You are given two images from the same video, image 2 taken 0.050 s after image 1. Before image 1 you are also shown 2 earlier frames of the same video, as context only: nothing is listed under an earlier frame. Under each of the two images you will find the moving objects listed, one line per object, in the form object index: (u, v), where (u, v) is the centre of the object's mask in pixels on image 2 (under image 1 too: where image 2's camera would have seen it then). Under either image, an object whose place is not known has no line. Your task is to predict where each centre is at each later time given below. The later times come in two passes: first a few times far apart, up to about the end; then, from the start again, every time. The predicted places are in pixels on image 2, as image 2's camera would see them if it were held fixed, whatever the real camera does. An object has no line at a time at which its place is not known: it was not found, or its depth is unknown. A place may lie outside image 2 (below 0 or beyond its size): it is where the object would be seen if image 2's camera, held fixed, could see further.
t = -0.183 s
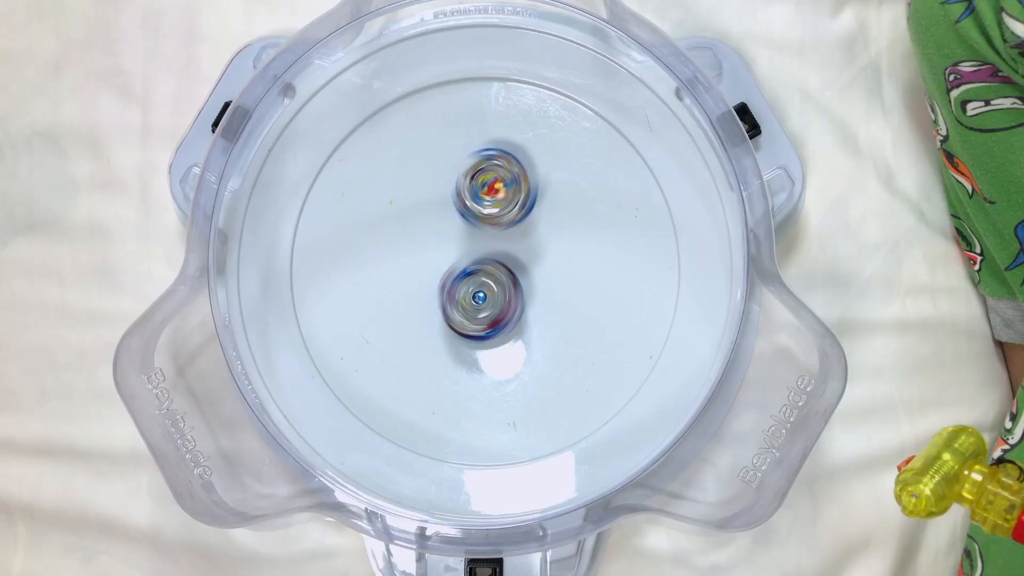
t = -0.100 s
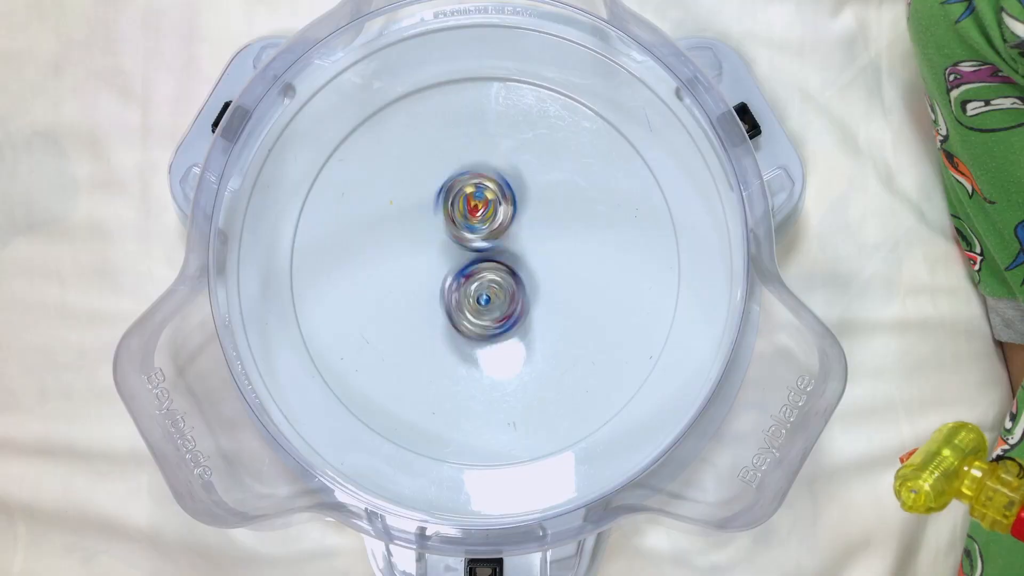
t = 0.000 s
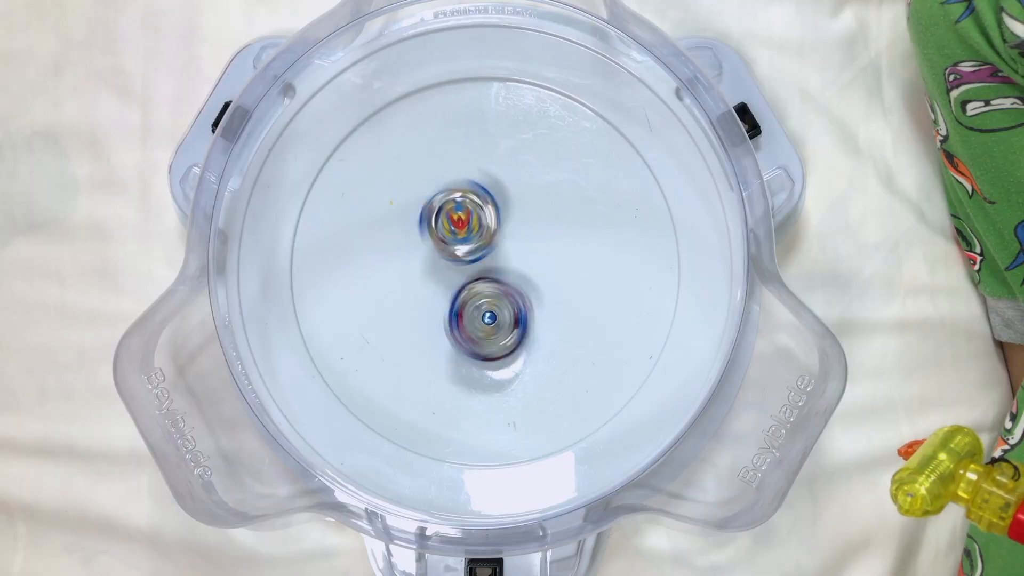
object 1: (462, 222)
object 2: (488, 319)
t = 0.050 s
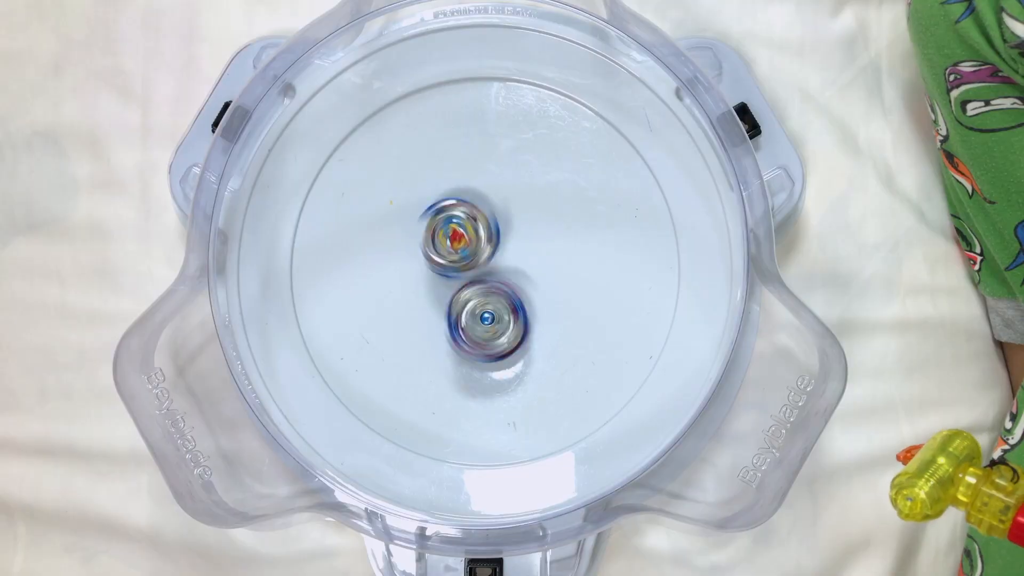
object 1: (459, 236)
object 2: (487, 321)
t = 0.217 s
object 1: (438, 221)
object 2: (512, 350)
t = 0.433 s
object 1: (443, 231)
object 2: (511, 306)
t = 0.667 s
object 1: (444, 213)
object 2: (511, 273)
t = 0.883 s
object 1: (484, 219)
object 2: (487, 296)
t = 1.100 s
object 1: (527, 214)
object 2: (498, 326)
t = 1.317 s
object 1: (532, 212)
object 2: (496, 297)
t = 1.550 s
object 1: (532, 212)
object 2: (473, 295)
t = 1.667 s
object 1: (532, 212)
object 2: (475, 292)
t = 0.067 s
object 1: (456, 238)
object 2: (488, 321)
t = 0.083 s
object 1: (454, 233)
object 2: (492, 329)
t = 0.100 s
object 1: (453, 230)
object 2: (496, 335)
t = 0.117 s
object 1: (451, 229)
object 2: (498, 341)
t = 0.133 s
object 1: (448, 230)
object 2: (501, 345)
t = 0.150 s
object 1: (444, 226)
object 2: (503, 349)
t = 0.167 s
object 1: (443, 224)
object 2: (506, 349)
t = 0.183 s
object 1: (441, 222)
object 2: (507, 350)
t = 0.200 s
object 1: (441, 221)
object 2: (511, 350)
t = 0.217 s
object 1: (438, 221)
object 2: (512, 350)
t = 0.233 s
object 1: (437, 219)
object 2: (512, 347)
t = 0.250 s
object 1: (437, 219)
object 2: (514, 345)
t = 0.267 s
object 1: (436, 219)
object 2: (514, 343)
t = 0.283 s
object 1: (435, 220)
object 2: (514, 340)
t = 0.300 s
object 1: (434, 221)
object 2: (515, 338)
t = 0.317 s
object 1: (435, 221)
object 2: (514, 335)
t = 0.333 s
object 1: (436, 223)
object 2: (514, 332)
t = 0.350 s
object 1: (436, 224)
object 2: (516, 328)
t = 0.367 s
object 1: (436, 226)
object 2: (515, 325)
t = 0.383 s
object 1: (436, 227)
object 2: (514, 321)
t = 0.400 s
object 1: (439, 228)
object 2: (514, 316)
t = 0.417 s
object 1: (441, 230)
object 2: (513, 311)
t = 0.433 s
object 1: (443, 231)
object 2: (511, 306)
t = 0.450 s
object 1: (445, 235)
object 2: (510, 302)
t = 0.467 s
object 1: (447, 236)
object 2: (508, 296)
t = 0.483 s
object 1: (448, 234)
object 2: (507, 291)
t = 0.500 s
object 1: (446, 234)
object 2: (508, 288)
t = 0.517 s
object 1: (441, 229)
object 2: (512, 286)
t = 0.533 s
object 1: (437, 226)
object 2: (515, 285)
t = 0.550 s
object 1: (435, 221)
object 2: (516, 283)
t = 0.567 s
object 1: (432, 219)
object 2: (517, 281)
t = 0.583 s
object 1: (431, 215)
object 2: (518, 278)
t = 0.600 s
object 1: (433, 213)
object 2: (517, 275)
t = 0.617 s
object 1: (435, 212)
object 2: (516, 273)
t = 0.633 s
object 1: (437, 213)
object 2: (514, 273)
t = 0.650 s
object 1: (440, 213)
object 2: (513, 272)
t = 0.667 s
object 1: (444, 213)
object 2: (511, 273)
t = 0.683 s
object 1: (446, 215)
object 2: (508, 272)
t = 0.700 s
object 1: (448, 215)
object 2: (505, 272)
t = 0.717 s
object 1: (450, 215)
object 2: (501, 272)
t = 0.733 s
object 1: (453, 217)
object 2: (499, 272)
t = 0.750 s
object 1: (455, 217)
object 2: (497, 273)
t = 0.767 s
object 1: (456, 217)
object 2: (495, 274)
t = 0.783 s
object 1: (460, 217)
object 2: (494, 275)
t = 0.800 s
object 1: (464, 219)
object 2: (493, 277)
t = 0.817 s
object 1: (467, 220)
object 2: (491, 279)
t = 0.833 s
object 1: (471, 220)
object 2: (489, 283)
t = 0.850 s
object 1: (475, 219)
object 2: (488, 287)
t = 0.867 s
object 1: (479, 218)
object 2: (488, 290)
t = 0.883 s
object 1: (484, 219)
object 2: (487, 296)
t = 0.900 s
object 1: (488, 219)
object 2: (486, 300)
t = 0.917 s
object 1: (493, 219)
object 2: (486, 305)
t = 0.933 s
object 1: (497, 219)
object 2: (486, 311)
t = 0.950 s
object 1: (502, 219)
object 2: (486, 315)
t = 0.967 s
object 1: (507, 220)
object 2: (486, 317)
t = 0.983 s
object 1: (511, 220)
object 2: (487, 319)
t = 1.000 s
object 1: (515, 220)
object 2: (489, 321)
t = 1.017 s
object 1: (519, 219)
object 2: (489, 323)
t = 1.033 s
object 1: (521, 218)
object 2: (491, 324)
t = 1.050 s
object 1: (523, 217)
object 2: (493, 325)
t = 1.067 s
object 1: (525, 216)
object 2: (495, 326)
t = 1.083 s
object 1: (526, 215)
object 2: (497, 327)
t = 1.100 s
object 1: (527, 214)
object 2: (498, 326)
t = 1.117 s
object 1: (528, 214)
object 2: (498, 325)
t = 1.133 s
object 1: (529, 213)
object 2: (499, 324)
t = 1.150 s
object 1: (530, 213)
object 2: (499, 322)
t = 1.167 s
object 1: (530, 212)
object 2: (501, 320)
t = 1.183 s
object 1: (531, 211)
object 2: (503, 317)
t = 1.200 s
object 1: (532, 211)
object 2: (503, 314)
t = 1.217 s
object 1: (532, 211)
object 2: (503, 311)
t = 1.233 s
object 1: (532, 211)
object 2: (502, 309)
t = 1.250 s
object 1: (532, 212)
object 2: (501, 306)
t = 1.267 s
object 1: (532, 212)
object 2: (501, 305)
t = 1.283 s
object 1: (532, 212)
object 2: (500, 302)
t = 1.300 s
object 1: (532, 212)
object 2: (498, 299)
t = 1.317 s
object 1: (532, 212)
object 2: (496, 297)
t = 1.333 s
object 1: (532, 212)
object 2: (493, 296)
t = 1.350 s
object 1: (532, 212)
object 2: (490, 295)
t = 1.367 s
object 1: (532, 212)
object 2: (487, 293)
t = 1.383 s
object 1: (532, 212)
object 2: (486, 292)
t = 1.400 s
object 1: (532, 212)
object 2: (484, 292)
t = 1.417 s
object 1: (532, 212)
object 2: (482, 291)
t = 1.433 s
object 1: (532, 212)
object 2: (479, 292)
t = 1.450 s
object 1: (532, 212)
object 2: (478, 293)
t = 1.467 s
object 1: (532, 212)
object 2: (476, 294)
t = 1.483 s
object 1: (532, 212)
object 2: (475, 295)
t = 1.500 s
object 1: (532, 212)
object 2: (474, 296)
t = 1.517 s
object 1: (532, 212)
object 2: (473, 296)
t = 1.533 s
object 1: (532, 212)
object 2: (473, 296)
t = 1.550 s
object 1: (532, 212)
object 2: (473, 295)
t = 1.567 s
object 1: (532, 212)
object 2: (474, 295)
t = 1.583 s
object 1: (532, 212)
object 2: (473, 294)
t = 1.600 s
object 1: (532, 212)
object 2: (474, 294)
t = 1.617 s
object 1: (532, 212)
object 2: (474, 293)
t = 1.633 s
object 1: (532, 212)
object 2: (474, 293)
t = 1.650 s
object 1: (532, 212)
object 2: (474, 292)
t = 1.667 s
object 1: (532, 212)
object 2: (475, 292)
